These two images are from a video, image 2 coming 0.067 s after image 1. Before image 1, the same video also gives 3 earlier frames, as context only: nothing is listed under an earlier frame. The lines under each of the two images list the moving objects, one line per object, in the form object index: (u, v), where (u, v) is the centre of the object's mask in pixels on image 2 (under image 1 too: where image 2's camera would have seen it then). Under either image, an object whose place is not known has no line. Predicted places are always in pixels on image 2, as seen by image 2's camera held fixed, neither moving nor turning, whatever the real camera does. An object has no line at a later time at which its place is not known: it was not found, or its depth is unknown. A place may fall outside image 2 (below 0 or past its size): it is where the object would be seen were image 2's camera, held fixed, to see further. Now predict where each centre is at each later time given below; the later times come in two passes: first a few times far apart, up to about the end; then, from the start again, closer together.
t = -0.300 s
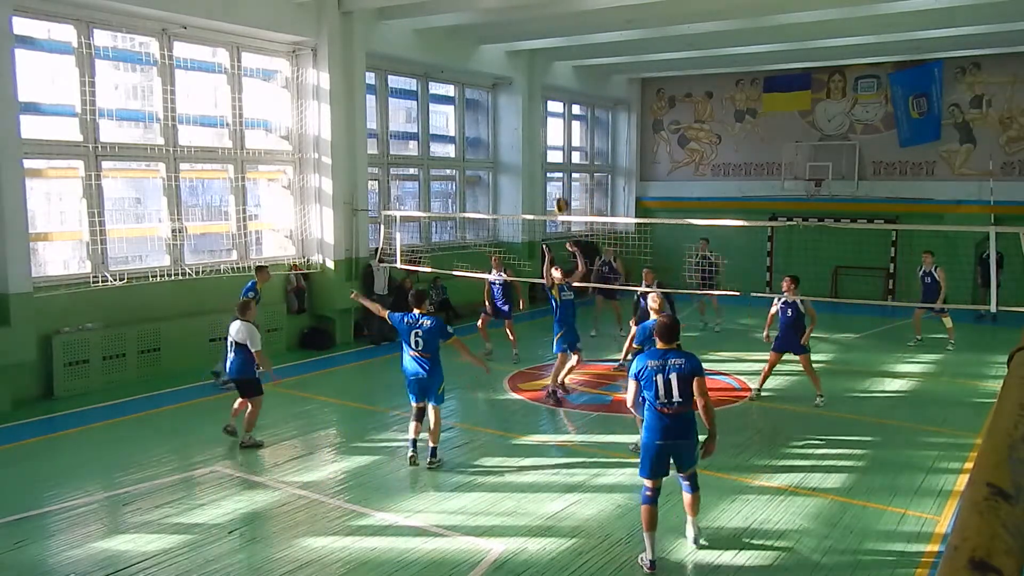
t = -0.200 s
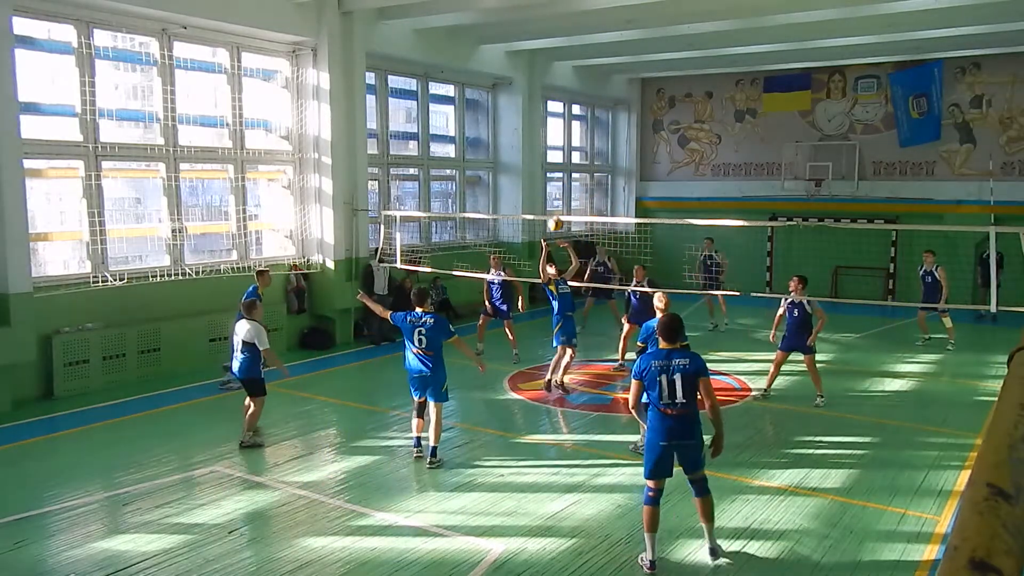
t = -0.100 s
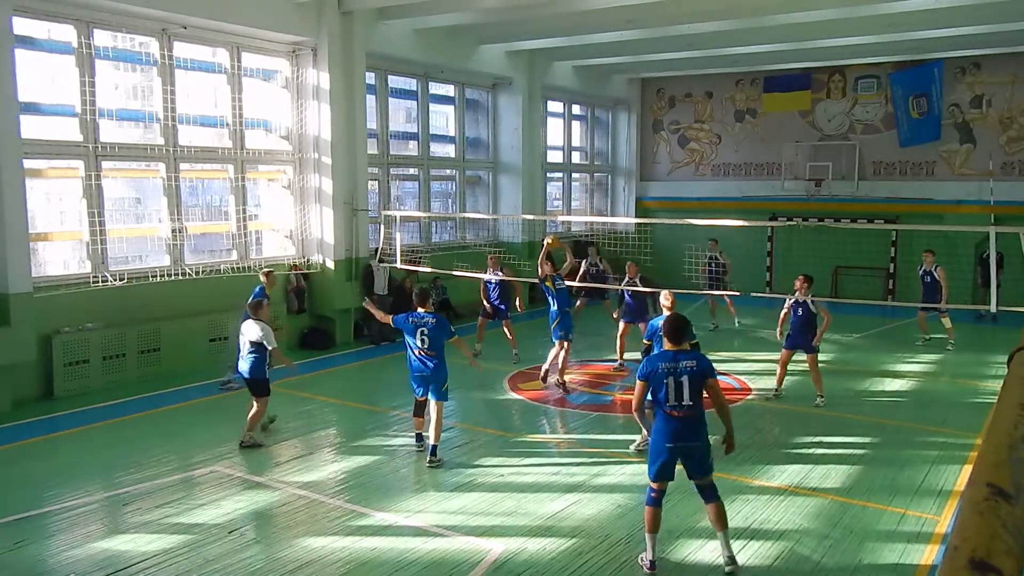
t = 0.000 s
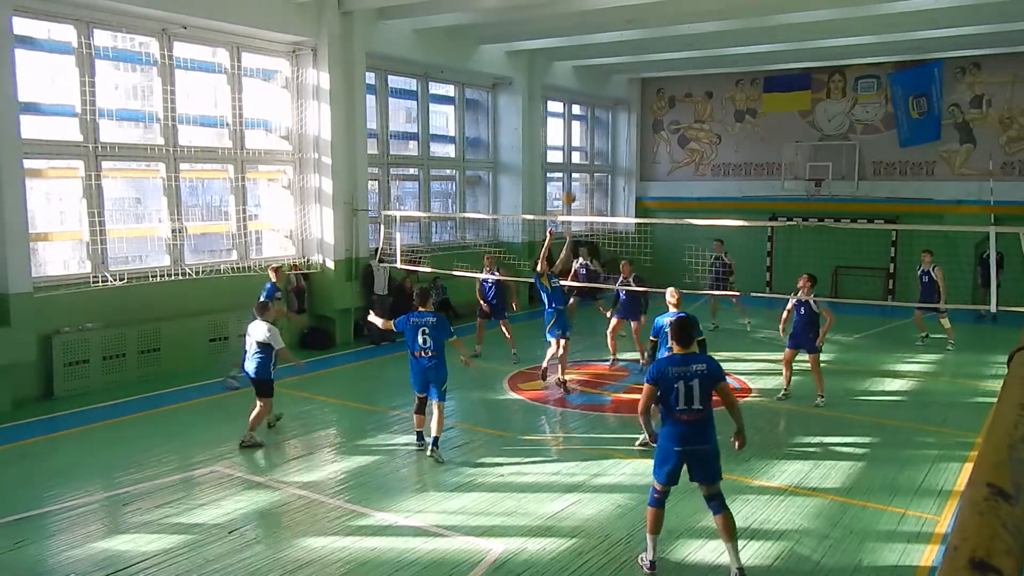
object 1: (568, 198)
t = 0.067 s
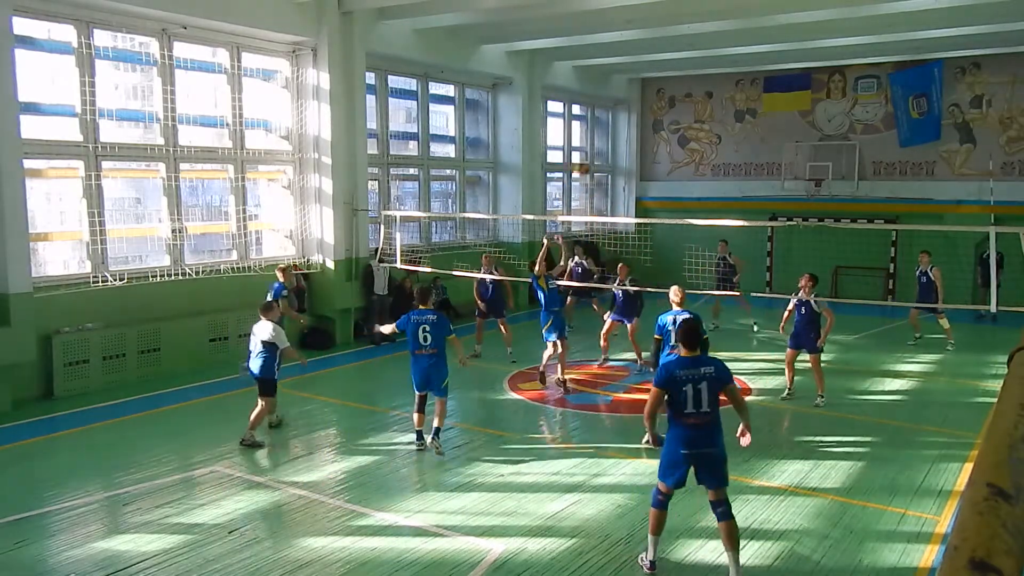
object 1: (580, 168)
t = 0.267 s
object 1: (622, 98)
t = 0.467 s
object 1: (663, 55)
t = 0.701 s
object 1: (711, 42)
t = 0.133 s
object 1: (596, 143)
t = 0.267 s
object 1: (622, 98)
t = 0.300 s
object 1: (629, 90)
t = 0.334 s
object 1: (637, 80)
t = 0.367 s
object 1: (643, 74)
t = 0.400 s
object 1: (650, 66)
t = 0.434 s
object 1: (656, 60)
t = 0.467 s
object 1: (663, 55)
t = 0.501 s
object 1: (670, 51)
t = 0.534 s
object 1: (677, 47)
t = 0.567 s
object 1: (683, 44)
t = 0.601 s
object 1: (690, 43)
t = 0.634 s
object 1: (697, 42)
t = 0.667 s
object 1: (704, 41)
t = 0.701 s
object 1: (711, 42)
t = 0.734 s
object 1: (718, 43)
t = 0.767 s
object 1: (725, 46)
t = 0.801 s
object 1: (732, 50)
